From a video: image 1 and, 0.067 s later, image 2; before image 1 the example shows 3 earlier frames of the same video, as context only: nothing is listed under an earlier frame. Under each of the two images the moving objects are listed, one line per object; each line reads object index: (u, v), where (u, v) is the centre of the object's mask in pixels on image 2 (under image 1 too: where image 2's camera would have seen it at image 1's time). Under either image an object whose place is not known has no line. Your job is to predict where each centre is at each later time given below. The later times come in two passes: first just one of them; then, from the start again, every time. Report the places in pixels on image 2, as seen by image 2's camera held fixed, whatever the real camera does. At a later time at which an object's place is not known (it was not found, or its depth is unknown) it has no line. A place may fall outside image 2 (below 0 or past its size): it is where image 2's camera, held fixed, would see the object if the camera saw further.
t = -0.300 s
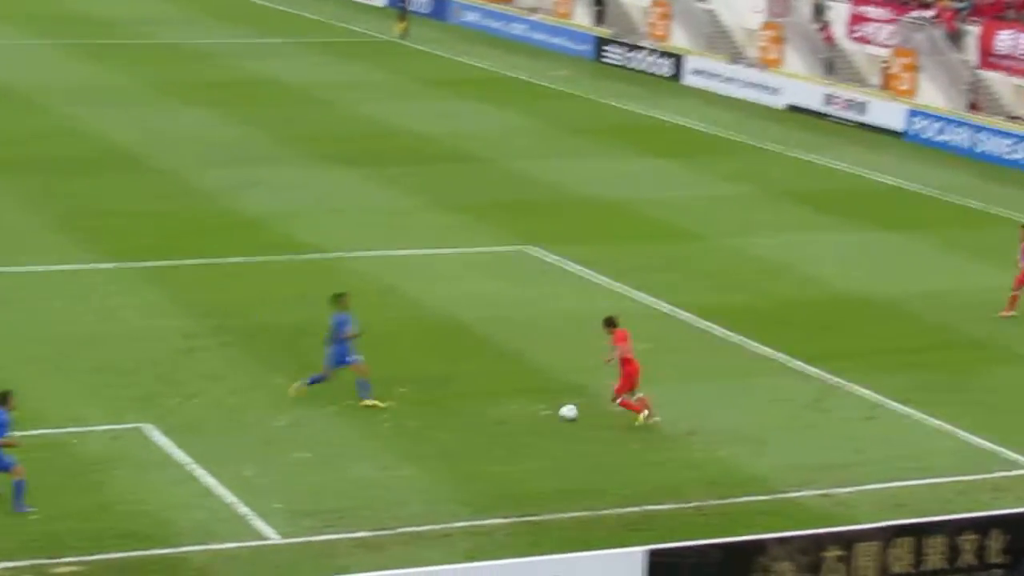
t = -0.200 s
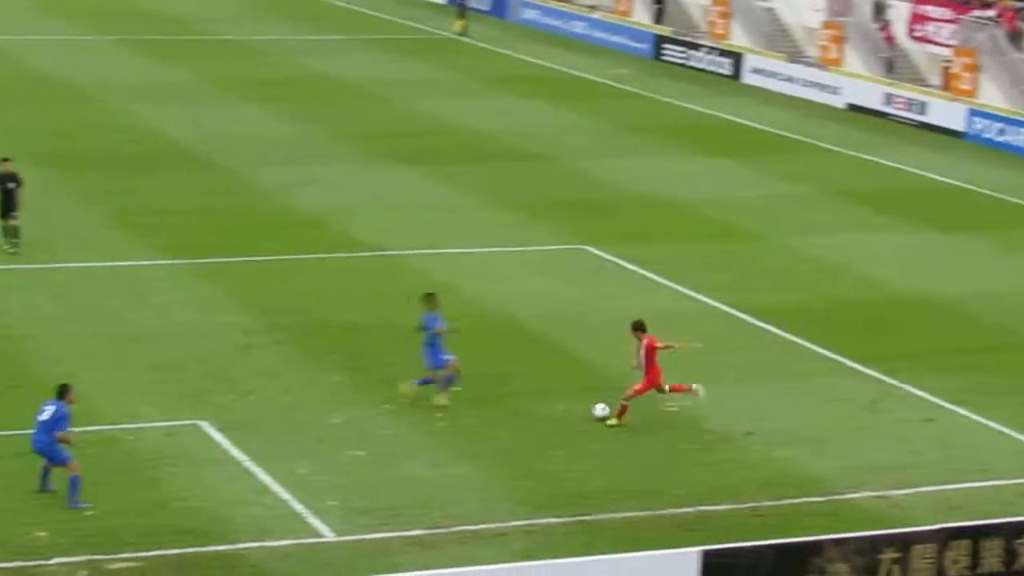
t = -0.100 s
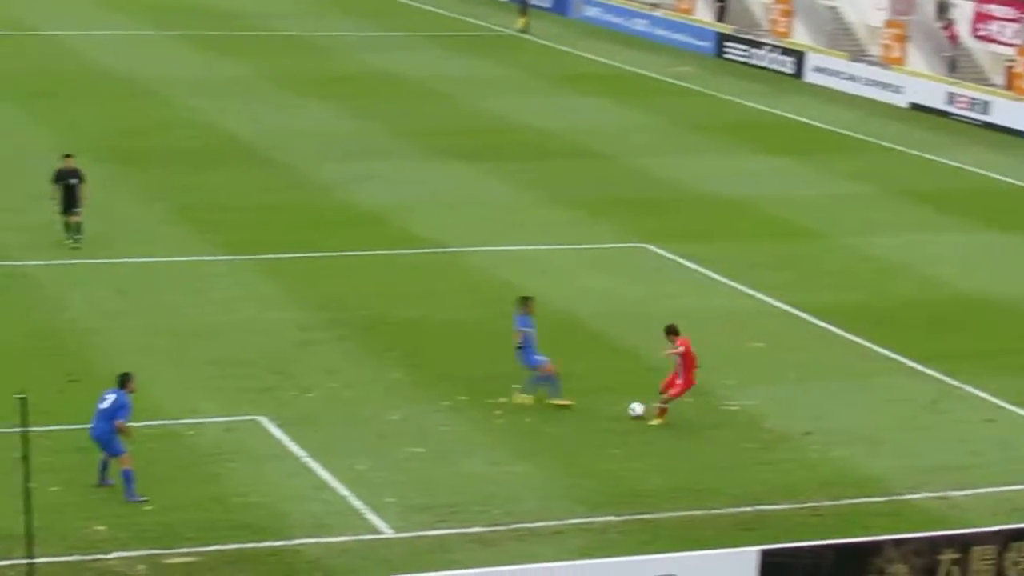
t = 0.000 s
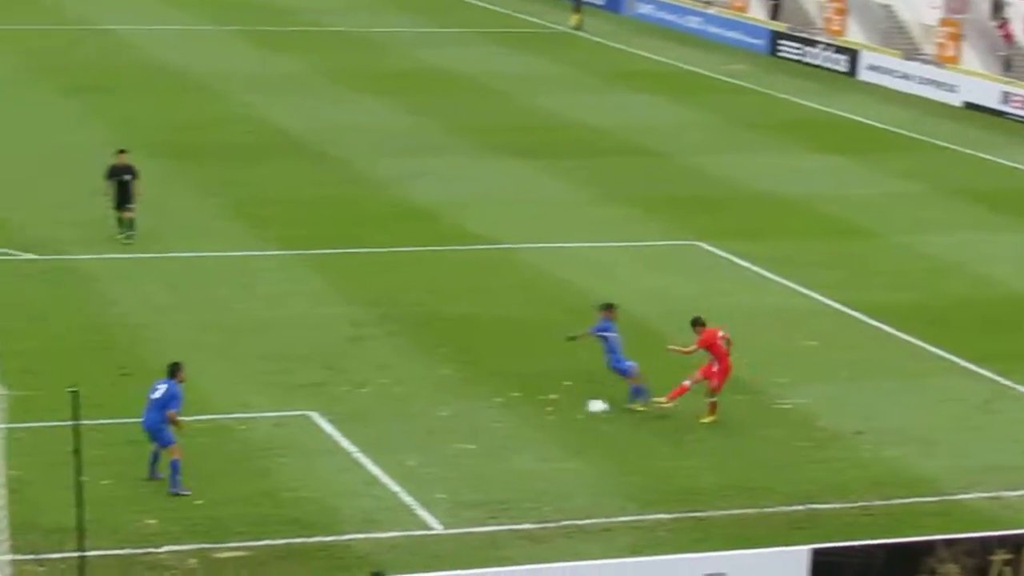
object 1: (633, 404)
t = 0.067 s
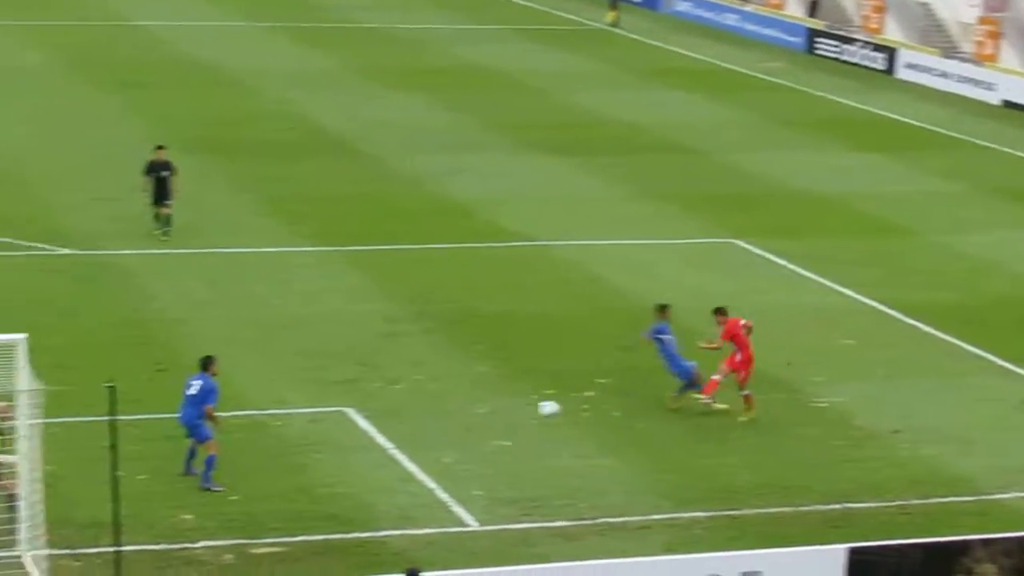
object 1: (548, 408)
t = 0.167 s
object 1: (416, 422)
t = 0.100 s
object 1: (505, 412)
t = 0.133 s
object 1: (460, 417)
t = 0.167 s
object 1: (416, 422)
